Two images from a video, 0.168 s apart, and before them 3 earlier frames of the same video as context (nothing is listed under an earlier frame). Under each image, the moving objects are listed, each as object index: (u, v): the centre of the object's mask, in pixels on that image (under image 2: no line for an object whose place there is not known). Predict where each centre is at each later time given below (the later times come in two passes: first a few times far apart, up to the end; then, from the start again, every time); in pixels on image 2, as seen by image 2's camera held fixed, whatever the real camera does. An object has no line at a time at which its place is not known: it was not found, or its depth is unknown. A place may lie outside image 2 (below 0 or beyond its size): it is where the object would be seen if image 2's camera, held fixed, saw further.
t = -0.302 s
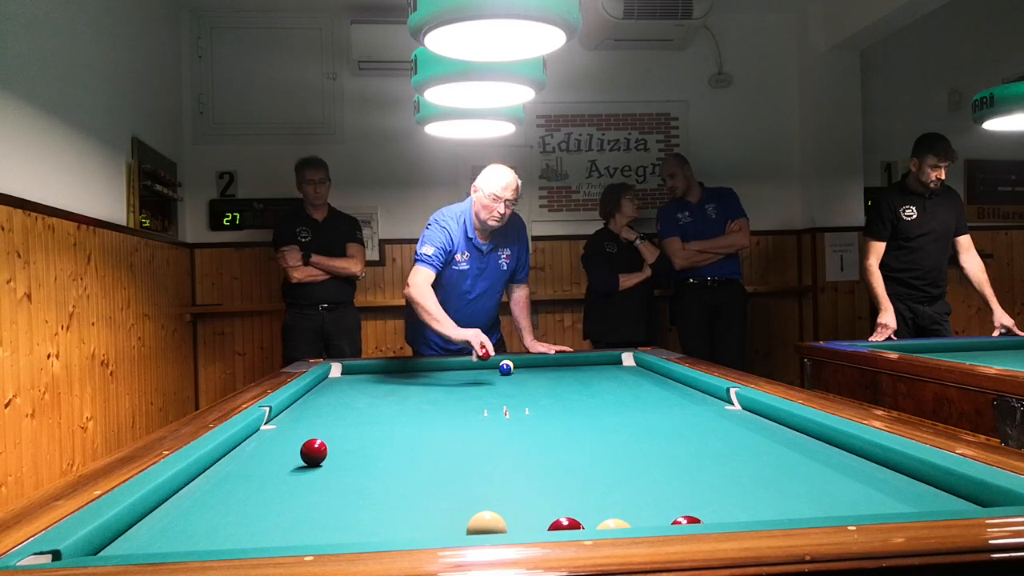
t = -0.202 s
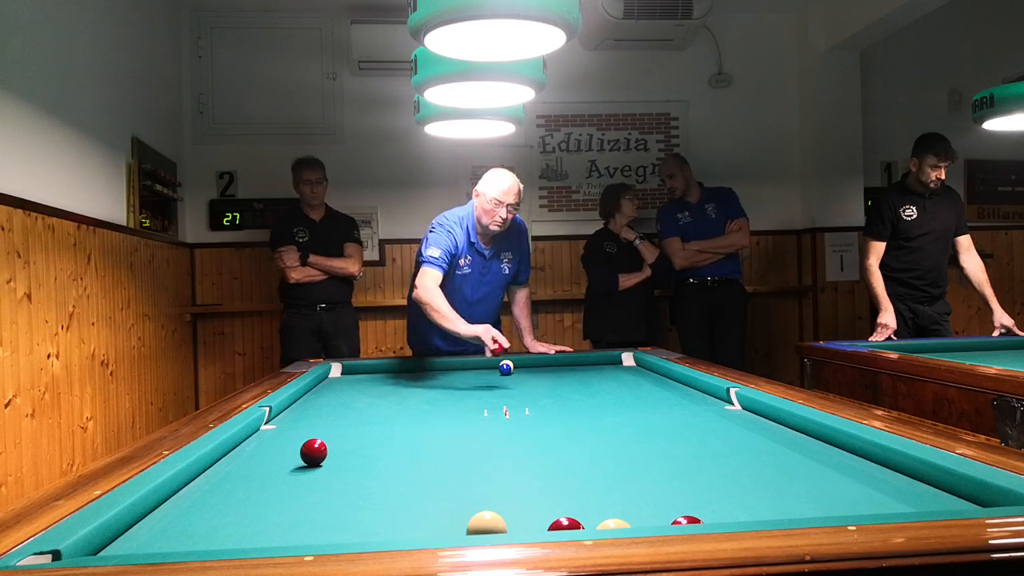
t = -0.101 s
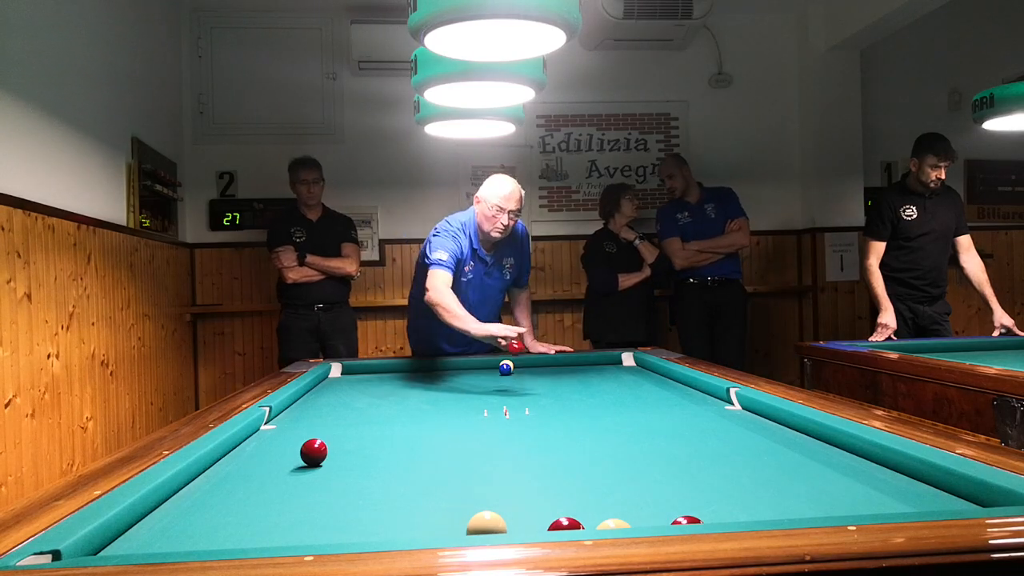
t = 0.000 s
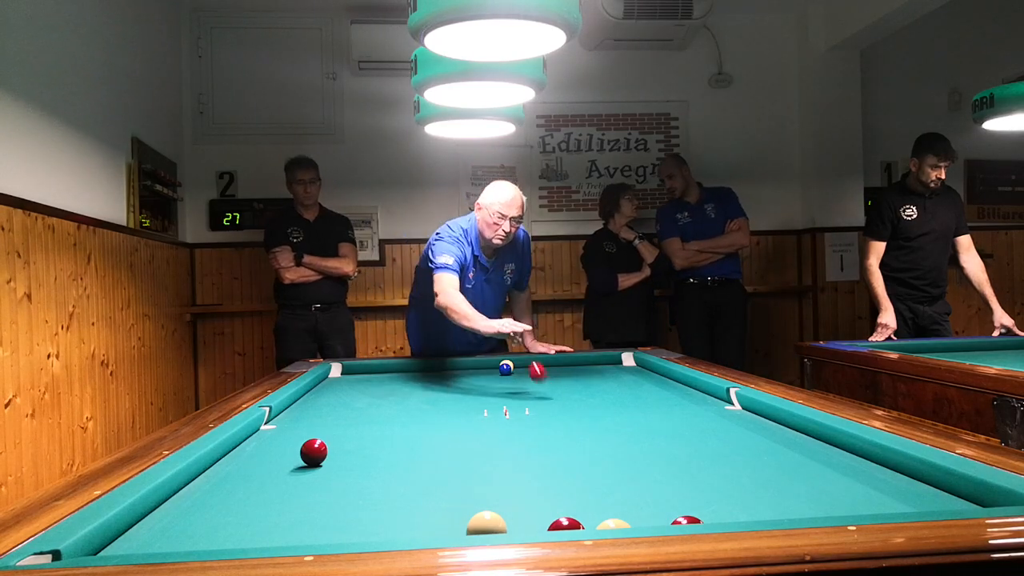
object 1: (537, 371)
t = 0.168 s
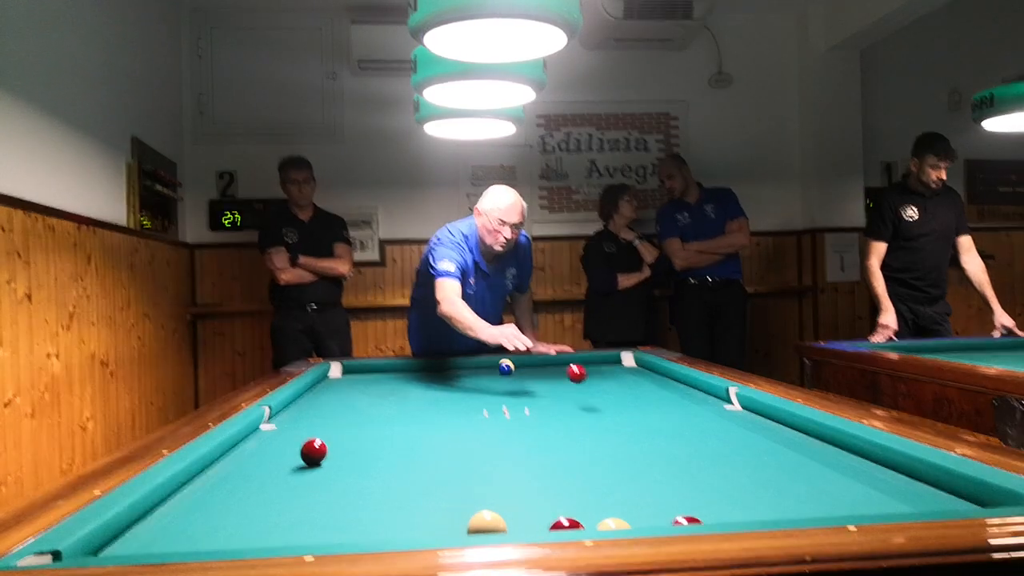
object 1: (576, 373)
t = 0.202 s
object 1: (585, 378)
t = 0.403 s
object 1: (644, 399)
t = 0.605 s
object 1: (713, 422)
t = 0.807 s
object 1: (793, 439)
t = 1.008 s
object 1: (861, 458)
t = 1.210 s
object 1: (879, 482)
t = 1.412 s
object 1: (901, 503)
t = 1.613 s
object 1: (842, 505)
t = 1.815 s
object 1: (753, 496)
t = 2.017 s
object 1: (678, 482)
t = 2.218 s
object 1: (613, 470)
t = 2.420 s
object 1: (557, 460)
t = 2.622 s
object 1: (509, 451)
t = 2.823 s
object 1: (466, 444)
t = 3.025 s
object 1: (429, 437)
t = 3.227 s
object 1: (395, 431)
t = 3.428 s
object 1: (365, 426)
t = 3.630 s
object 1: (337, 421)
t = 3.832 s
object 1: (312, 417)
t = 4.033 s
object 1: (290, 413)
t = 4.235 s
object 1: (299, 408)
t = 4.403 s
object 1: (314, 404)
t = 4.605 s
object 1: (331, 400)
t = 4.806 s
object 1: (346, 396)
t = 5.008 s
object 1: (361, 393)
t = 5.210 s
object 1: (374, 390)
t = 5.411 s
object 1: (386, 387)
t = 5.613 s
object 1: (398, 384)
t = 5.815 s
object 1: (409, 381)
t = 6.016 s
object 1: (419, 379)
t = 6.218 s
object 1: (428, 377)
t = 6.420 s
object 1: (436, 375)
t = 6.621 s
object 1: (445, 373)
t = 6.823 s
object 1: (452, 371)
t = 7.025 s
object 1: (460, 369)
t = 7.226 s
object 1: (467, 368)
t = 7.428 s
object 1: (473, 367)
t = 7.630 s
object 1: (479, 365)
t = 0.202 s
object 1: (585, 378)
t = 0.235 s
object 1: (594, 386)
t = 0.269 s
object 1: (604, 398)
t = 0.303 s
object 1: (614, 399)
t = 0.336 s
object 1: (623, 395)
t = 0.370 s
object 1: (633, 395)
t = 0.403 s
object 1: (644, 399)
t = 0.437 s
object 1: (655, 408)
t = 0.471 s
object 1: (666, 413)
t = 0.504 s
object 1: (677, 411)
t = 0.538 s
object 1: (689, 414)
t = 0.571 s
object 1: (701, 421)
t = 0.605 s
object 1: (713, 422)
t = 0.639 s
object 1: (725, 425)
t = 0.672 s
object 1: (738, 428)
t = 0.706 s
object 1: (751, 431)
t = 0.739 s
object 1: (764, 434)
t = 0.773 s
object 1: (778, 436)
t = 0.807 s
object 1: (793, 439)
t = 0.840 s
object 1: (807, 442)
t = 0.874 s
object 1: (823, 445)
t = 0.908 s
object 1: (839, 447)
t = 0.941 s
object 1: (855, 450)
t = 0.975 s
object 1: (860, 455)
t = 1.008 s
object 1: (861, 458)
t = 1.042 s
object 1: (863, 462)
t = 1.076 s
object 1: (866, 465)
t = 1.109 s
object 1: (869, 469)
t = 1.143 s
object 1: (872, 474)
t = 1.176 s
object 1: (876, 478)
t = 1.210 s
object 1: (879, 482)
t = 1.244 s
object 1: (882, 486)
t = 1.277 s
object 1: (886, 491)
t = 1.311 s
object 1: (890, 495)
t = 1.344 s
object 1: (894, 498)
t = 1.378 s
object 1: (897, 501)
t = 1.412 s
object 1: (901, 503)
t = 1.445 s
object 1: (906, 505)
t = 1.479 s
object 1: (909, 508)
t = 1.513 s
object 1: (895, 508)
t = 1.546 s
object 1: (875, 506)
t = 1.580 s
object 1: (858, 506)
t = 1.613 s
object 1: (842, 505)
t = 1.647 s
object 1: (825, 504)
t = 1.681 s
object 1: (811, 503)
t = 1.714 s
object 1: (796, 502)
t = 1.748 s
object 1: (781, 500)
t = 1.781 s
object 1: (767, 499)
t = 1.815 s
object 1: (753, 496)
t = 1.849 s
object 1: (740, 493)
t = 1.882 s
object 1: (727, 491)
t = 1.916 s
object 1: (714, 489)
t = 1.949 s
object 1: (701, 486)
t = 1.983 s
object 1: (689, 484)
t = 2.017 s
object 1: (678, 482)
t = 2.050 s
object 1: (666, 480)
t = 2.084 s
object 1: (655, 478)
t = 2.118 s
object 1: (644, 476)
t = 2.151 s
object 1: (633, 474)
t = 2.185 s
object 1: (623, 472)
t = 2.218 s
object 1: (613, 470)
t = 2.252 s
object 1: (603, 469)
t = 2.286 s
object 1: (593, 467)
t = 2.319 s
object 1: (584, 465)
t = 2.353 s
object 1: (575, 463)
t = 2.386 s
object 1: (566, 462)
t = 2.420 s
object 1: (557, 460)
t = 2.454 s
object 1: (549, 459)
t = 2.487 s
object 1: (541, 457)
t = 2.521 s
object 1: (532, 455)
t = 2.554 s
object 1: (524, 454)
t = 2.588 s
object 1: (517, 453)
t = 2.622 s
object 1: (509, 451)
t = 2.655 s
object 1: (502, 450)
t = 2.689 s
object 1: (494, 448)
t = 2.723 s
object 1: (487, 447)
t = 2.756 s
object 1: (480, 446)
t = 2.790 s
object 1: (473, 445)
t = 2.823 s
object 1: (466, 444)
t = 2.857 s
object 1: (460, 442)
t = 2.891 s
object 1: (453, 441)
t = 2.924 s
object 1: (447, 440)
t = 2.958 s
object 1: (441, 439)
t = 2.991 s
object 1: (435, 438)
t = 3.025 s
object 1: (429, 437)
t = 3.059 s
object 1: (423, 436)
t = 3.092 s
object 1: (417, 435)
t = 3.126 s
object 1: (411, 434)
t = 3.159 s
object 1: (406, 433)
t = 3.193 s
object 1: (400, 432)
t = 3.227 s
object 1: (395, 431)
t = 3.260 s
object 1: (390, 430)
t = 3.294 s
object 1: (384, 429)
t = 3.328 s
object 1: (379, 428)
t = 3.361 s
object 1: (374, 427)
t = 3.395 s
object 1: (370, 426)
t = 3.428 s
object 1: (365, 426)
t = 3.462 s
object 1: (360, 425)
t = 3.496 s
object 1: (355, 424)
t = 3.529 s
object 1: (351, 423)
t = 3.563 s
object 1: (346, 422)
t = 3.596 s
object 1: (342, 422)
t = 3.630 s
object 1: (337, 421)
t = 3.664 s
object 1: (333, 420)
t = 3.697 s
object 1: (329, 419)
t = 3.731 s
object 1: (324, 419)
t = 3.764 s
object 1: (320, 418)
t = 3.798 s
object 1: (316, 417)
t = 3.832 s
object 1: (312, 417)
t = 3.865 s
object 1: (308, 416)
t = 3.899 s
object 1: (304, 415)
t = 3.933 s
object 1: (301, 415)
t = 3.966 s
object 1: (297, 414)
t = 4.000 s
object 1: (293, 413)
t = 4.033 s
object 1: (290, 413)
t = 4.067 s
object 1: (286, 412)
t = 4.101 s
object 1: (285, 411)
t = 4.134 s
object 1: (289, 411)
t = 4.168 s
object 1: (292, 410)
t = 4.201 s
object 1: (296, 409)
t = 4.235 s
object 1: (299, 408)
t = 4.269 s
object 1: (302, 407)
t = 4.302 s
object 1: (305, 406)
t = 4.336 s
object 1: (308, 406)
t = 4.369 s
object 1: (311, 405)
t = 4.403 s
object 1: (314, 404)
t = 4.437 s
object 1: (317, 404)
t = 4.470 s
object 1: (320, 403)
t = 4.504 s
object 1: (323, 402)
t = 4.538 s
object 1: (326, 401)
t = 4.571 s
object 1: (328, 401)
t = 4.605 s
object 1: (331, 400)
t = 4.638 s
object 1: (334, 400)
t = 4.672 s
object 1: (336, 399)
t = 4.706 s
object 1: (339, 398)
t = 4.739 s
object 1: (342, 398)
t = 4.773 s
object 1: (344, 397)
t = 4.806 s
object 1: (346, 396)
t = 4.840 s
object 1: (349, 396)
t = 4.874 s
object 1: (351, 395)
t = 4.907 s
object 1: (354, 394)
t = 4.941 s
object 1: (356, 394)
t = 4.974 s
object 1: (358, 394)
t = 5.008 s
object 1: (361, 393)
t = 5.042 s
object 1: (363, 392)
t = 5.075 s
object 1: (365, 392)
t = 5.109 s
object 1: (367, 391)
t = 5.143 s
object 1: (370, 391)
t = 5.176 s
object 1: (372, 390)
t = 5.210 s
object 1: (374, 390)
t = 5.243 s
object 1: (376, 389)
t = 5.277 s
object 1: (378, 389)
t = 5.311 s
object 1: (381, 388)
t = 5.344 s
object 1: (382, 388)
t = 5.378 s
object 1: (384, 387)
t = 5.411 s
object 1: (386, 387)
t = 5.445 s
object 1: (388, 386)
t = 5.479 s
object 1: (390, 386)
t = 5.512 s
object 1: (392, 385)
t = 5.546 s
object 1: (394, 385)
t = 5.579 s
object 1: (396, 384)
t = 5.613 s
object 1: (398, 384)
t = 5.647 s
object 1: (400, 383)
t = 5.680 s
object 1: (402, 383)
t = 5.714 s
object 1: (403, 383)
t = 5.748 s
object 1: (405, 382)
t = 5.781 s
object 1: (407, 382)
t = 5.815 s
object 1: (409, 381)
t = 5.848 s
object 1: (410, 381)
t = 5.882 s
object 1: (412, 381)
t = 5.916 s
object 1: (414, 380)
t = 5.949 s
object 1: (415, 380)
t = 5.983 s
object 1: (417, 380)
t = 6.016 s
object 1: (419, 379)
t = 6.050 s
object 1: (420, 379)
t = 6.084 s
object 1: (422, 378)
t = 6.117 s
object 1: (423, 378)
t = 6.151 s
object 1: (425, 378)
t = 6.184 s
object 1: (426, 377)
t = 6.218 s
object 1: (428, 377)
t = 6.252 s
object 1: (429, 376)
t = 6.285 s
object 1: (431, 376)
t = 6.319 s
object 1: (432, 376)
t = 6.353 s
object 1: (434, 376)
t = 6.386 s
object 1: (435, 375)
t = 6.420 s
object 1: (436, 375)
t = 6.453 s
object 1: (438, 374)
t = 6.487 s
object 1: (439, 374)
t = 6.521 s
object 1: (441, 374)
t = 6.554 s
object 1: (442, 373)
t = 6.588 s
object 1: (443, 373)
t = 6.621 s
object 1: (445, 373)
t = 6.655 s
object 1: (446, 373)
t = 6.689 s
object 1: (447, 372)
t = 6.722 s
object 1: (449, 372)
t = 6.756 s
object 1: (450, 372)
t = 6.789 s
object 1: (451, 371)
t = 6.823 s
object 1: (452, 371)
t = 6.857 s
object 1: (454, 371)
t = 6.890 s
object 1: (455, 371)
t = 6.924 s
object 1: (456, 370)
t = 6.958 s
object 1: (457, 370)
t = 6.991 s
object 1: (459, 370)
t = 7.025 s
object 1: (460, 369)
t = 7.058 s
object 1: (461, 369)
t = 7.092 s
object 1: (462, 369)
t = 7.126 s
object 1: (463, 369)
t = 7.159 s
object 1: (464, 369)
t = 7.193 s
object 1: (466, 368)
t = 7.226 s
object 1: (467, 368)
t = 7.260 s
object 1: (468, 368)
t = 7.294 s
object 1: (469, 368)
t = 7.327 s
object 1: (470, 367)
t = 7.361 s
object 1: (471, 367)
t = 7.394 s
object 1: (472, 367)
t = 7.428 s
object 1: (473, 367)
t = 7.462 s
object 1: (474, 366)
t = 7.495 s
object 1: (475, 366)
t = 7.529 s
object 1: (476, 366)
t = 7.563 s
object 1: (477, 366)
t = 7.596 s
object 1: (478, 365)
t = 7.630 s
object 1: (479, 365)
